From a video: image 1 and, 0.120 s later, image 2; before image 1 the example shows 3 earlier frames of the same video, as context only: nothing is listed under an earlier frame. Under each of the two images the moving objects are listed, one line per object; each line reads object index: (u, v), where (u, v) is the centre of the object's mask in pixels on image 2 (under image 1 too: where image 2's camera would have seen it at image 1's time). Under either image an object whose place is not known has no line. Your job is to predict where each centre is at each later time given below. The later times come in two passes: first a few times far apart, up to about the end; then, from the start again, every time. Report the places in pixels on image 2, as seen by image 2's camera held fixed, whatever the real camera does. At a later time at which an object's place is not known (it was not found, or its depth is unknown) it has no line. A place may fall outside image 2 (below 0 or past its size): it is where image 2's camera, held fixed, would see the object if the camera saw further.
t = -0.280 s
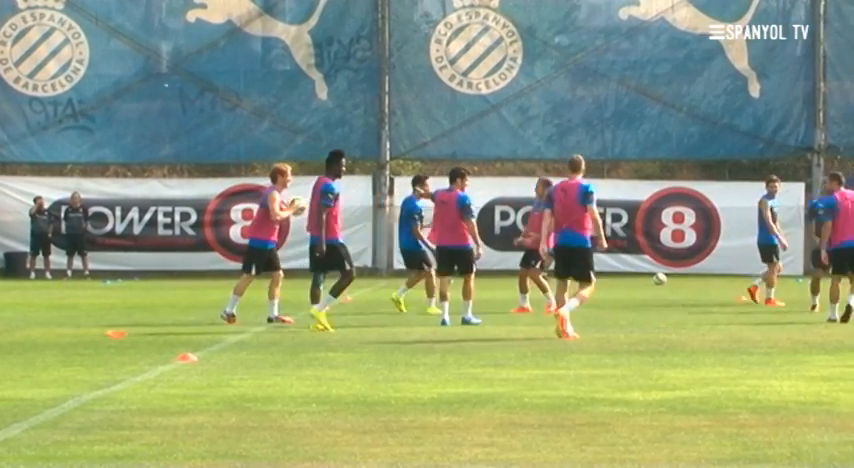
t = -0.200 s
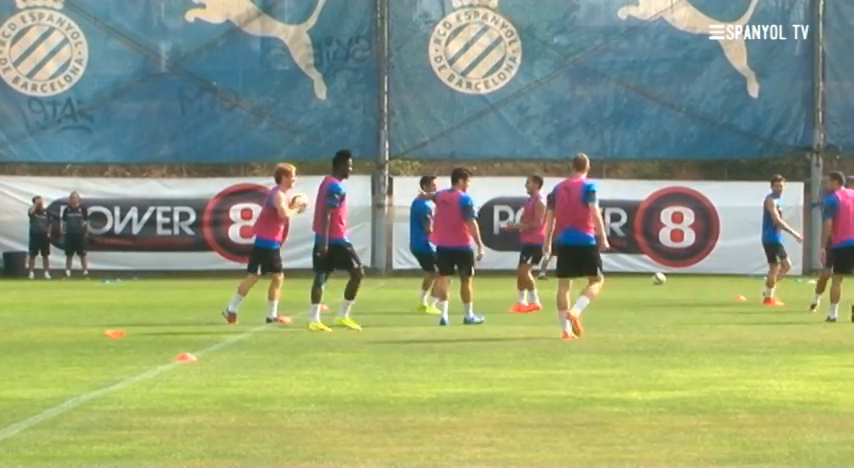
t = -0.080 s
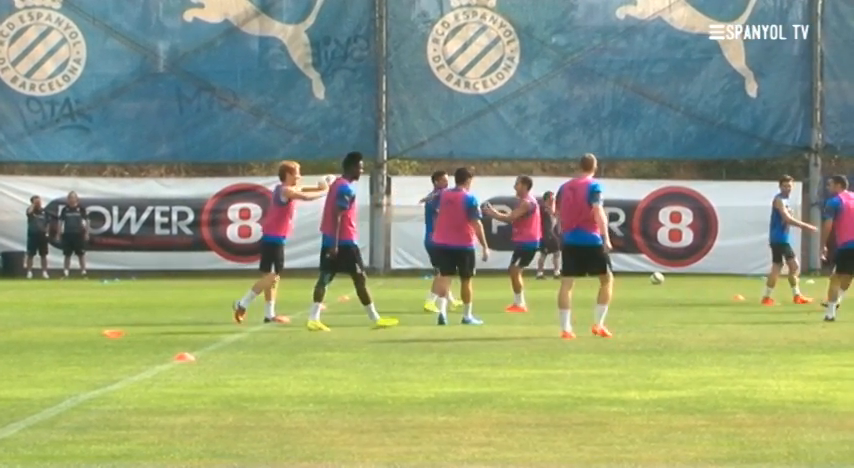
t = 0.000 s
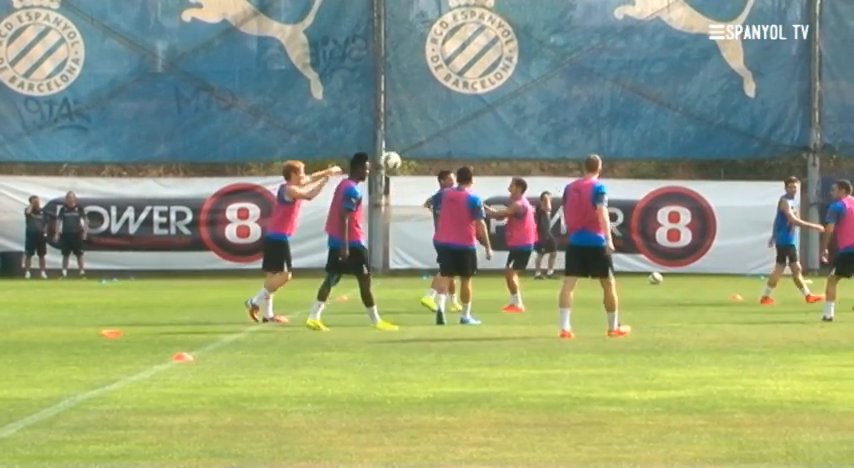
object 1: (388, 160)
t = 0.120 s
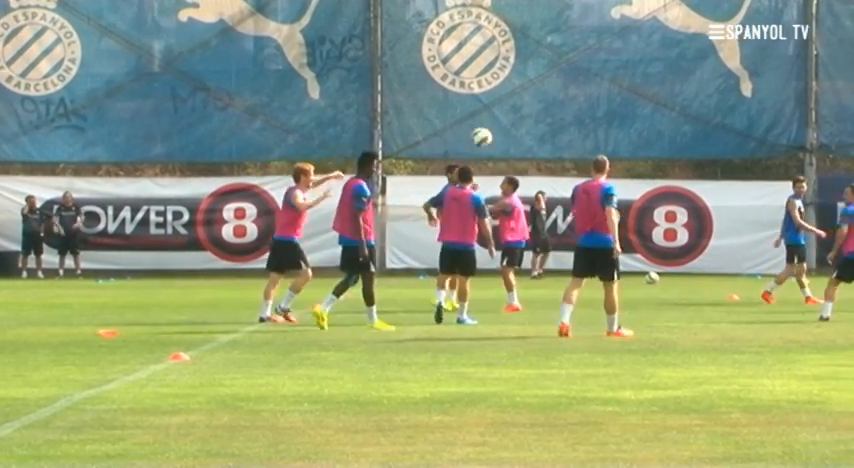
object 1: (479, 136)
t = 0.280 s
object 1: (603, 125)
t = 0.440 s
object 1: (727, 136)
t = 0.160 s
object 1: (510, 131)
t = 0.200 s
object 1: (541, 127)
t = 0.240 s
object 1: (572, 126)
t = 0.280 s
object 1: (603, 125)
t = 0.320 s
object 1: (635, 126)
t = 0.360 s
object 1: (666, 128)
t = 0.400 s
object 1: (697, 132)
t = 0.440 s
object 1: (727, 136)
